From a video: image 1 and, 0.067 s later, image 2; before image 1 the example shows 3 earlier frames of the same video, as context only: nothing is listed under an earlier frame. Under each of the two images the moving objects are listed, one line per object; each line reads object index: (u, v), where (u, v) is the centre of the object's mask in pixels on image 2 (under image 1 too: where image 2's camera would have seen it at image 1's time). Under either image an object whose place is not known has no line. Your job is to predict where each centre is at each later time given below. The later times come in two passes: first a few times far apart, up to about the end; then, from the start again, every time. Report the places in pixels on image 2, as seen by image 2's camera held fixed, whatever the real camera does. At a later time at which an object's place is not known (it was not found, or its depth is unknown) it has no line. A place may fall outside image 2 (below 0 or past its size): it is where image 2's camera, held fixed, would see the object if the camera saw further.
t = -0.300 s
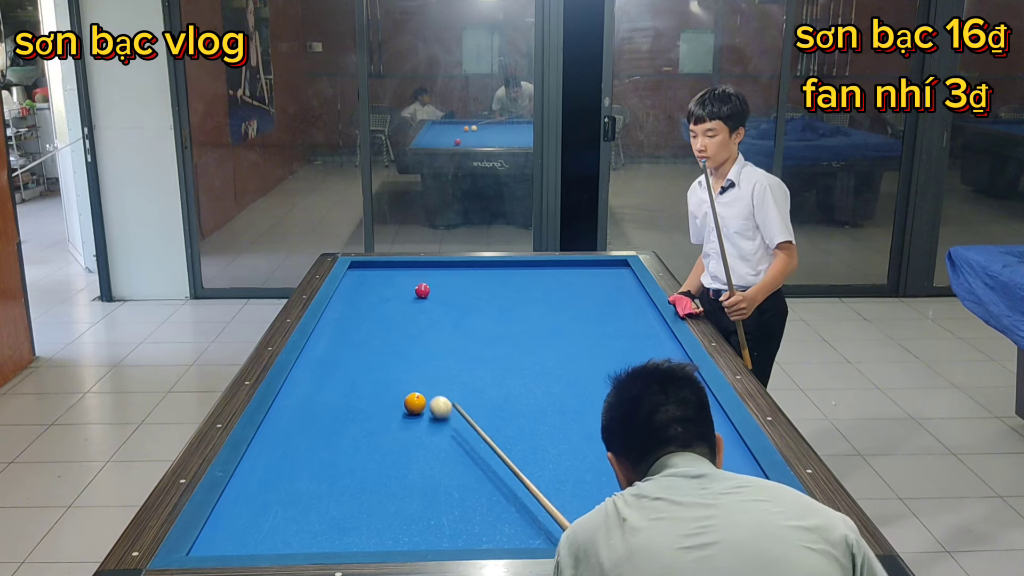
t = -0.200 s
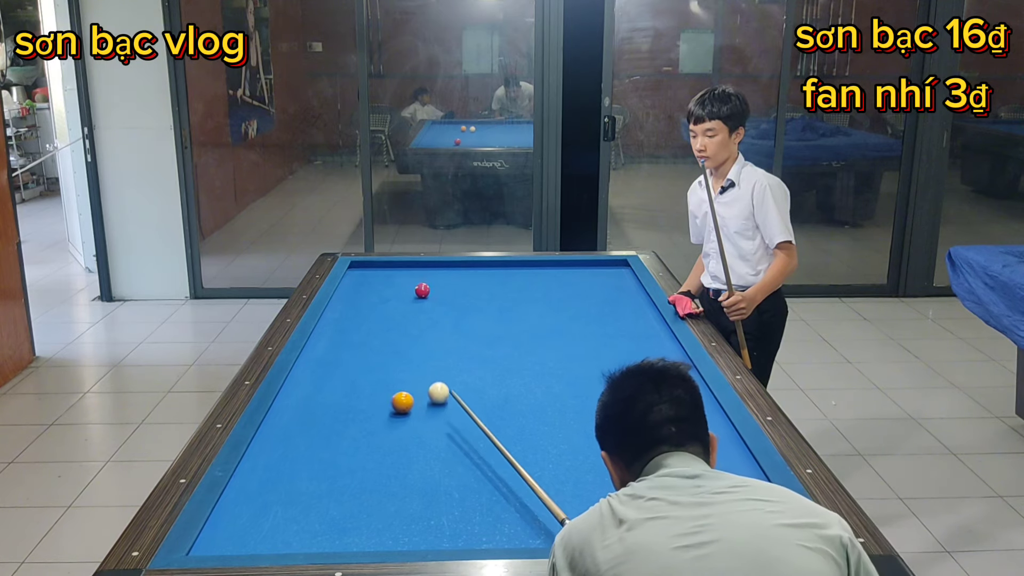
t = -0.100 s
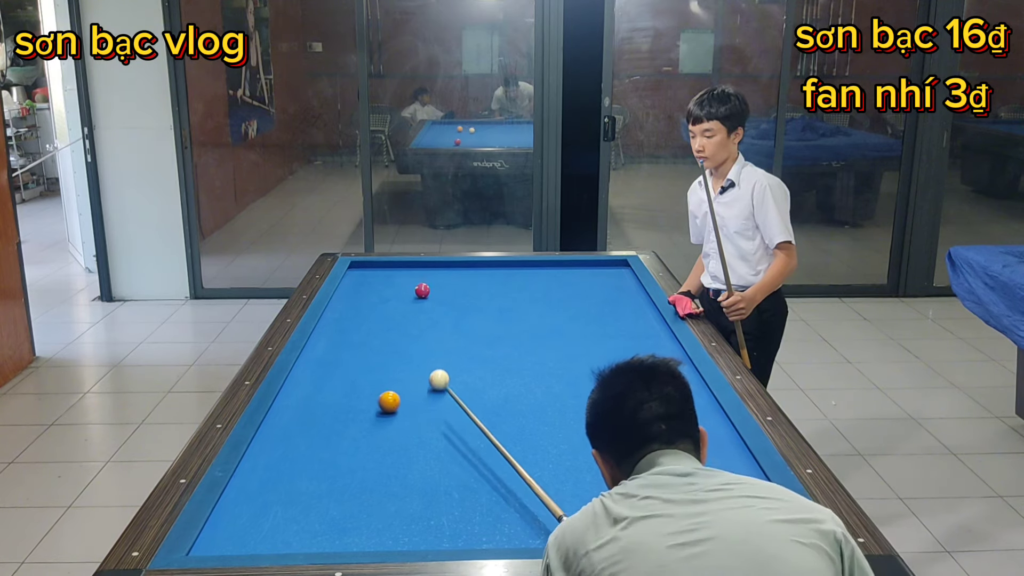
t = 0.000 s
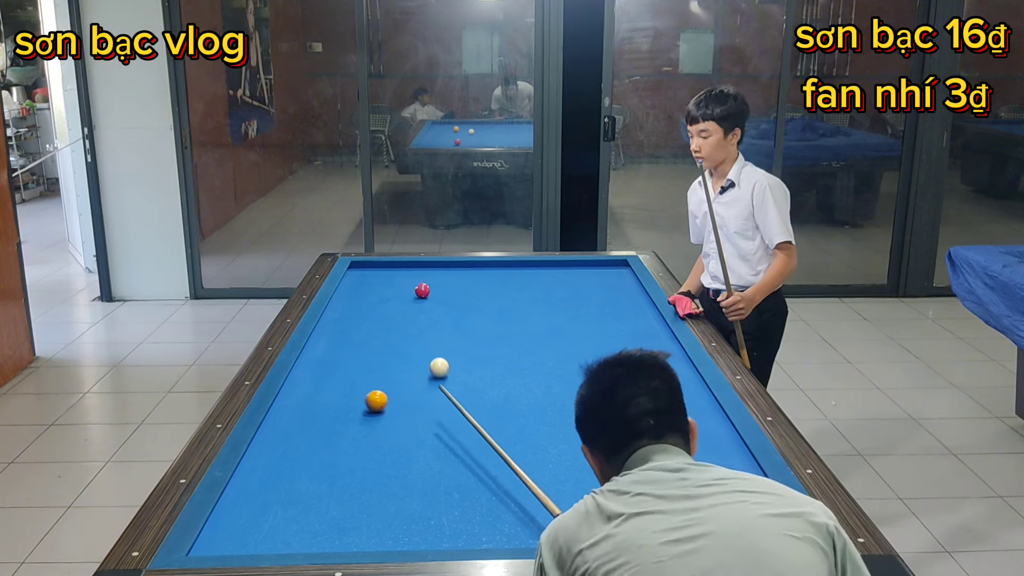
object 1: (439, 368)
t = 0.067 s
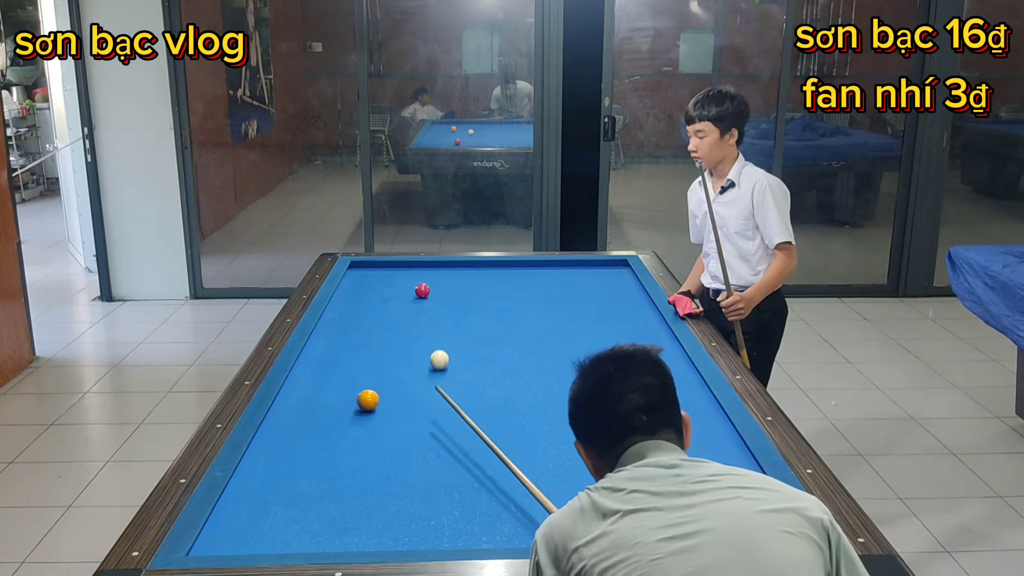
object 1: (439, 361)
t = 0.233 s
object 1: (440, 343)
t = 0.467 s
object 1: (440, 322)
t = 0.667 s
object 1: (440, 305)
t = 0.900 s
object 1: (440, 289)
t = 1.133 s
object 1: (440, 275)
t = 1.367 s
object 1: (440, 264)
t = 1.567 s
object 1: (440, 271)
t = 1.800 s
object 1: (441, 279)
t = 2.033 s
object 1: (441, 287)
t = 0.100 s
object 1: (440, 357)
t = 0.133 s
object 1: (440, 353)
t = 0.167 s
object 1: (440, 350)
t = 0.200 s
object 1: (440, 346)
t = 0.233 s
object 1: (440, 343)
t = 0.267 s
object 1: (439, 340)
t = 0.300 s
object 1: (440, 337)
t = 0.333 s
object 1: (440, 333)
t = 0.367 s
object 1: (440, 330)
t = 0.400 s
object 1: (440, 327)
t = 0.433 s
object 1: (440, 324)
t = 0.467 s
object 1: (440, 322)
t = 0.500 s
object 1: (440, 319)
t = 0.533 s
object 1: (440, 316)
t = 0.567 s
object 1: (440, 313)
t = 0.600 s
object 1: (440, 311)
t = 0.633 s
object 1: (440, 308)
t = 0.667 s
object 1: (440, 305)
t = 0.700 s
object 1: (440, 303)
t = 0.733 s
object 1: (440, 300)
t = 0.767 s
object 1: (440, 298)
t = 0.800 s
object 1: (440, 296)
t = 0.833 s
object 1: (440, 293)
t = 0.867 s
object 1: (440, 291)
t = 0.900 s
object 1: (440, 289)
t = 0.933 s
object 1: (440, 287)
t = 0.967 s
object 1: (440, 285)
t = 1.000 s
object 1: (440, 283)
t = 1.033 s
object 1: (440, 281)
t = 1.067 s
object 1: (440, 278)
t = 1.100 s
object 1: (440, 277)
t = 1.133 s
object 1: (440, 275)
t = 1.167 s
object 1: (440, 273)
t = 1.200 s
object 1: (440, 271)
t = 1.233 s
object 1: (440, 269)
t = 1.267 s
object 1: (440, 267)
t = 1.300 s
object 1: (440, 265)
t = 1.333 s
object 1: (440, 264)
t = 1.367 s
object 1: (440, 264)
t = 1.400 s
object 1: (440, 266)
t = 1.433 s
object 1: (440, 267)
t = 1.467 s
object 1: (440, 268)
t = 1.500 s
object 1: (440, 269)
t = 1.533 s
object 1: (440, 270)
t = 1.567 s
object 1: (440, 271)
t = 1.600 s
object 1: (440, 273)
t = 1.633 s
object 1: (440, 273)
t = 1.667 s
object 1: (440, 275)
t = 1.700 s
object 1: (440, 276)
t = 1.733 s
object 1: (440, 277)
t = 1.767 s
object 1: (440, 278)
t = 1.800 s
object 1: (441, 279)
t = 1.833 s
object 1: (441, 280)
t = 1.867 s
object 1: (441, 281)
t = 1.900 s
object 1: (441, 282)
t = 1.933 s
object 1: (441, 283)
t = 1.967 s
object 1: (441, 284)
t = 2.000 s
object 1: (441, 285)
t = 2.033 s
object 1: (441, 287)
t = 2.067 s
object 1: (441, 288)
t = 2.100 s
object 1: (441, 289)
